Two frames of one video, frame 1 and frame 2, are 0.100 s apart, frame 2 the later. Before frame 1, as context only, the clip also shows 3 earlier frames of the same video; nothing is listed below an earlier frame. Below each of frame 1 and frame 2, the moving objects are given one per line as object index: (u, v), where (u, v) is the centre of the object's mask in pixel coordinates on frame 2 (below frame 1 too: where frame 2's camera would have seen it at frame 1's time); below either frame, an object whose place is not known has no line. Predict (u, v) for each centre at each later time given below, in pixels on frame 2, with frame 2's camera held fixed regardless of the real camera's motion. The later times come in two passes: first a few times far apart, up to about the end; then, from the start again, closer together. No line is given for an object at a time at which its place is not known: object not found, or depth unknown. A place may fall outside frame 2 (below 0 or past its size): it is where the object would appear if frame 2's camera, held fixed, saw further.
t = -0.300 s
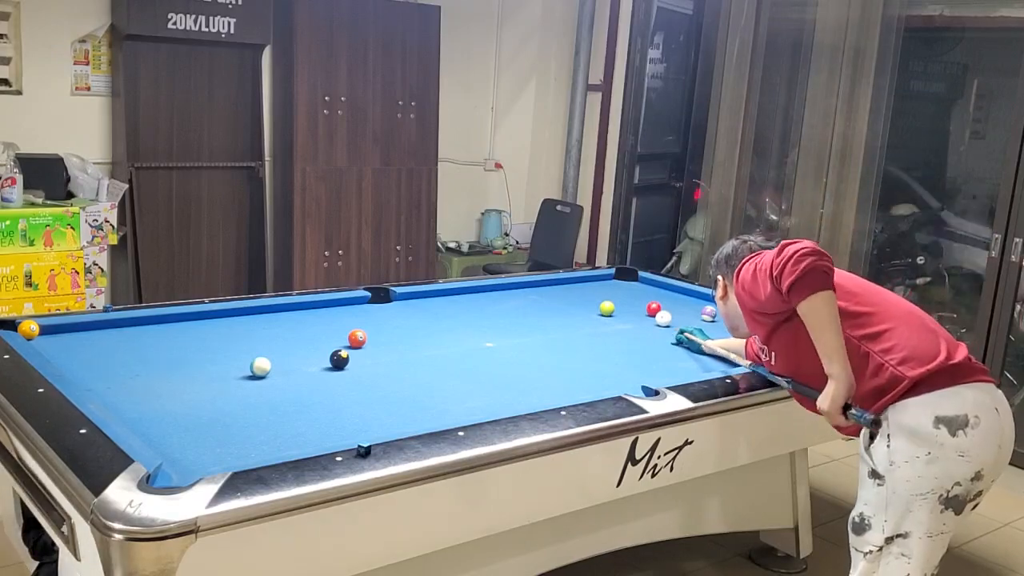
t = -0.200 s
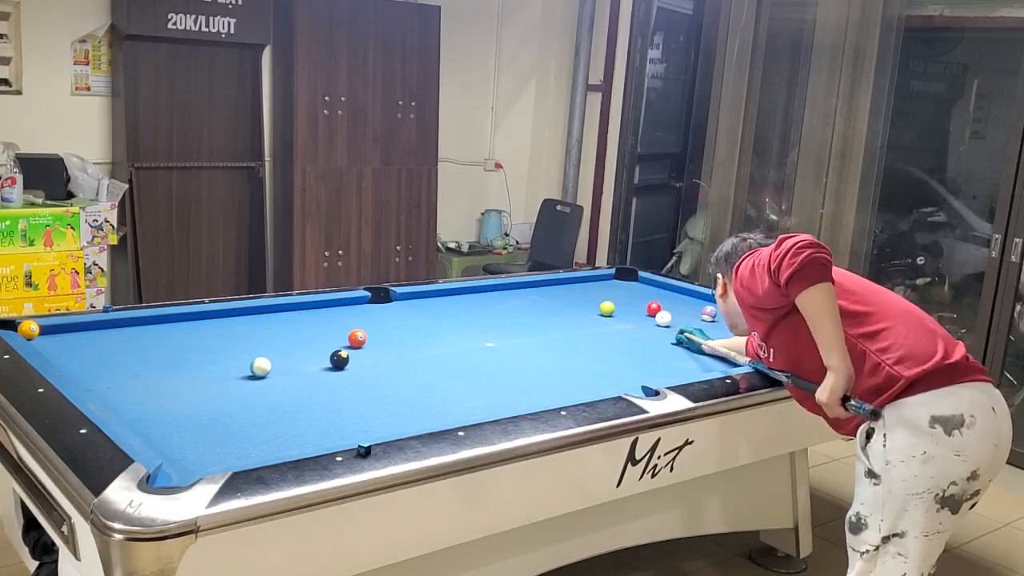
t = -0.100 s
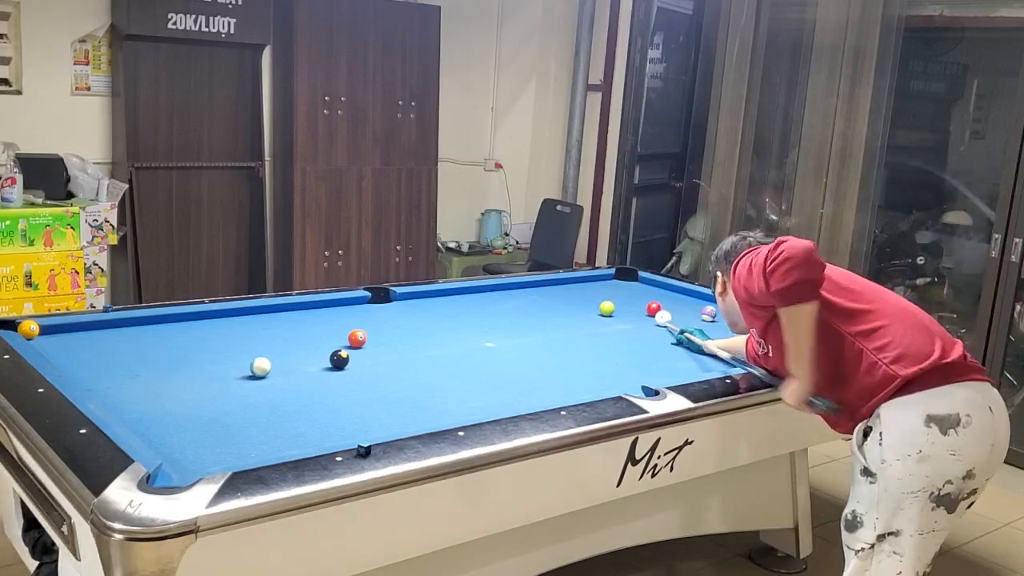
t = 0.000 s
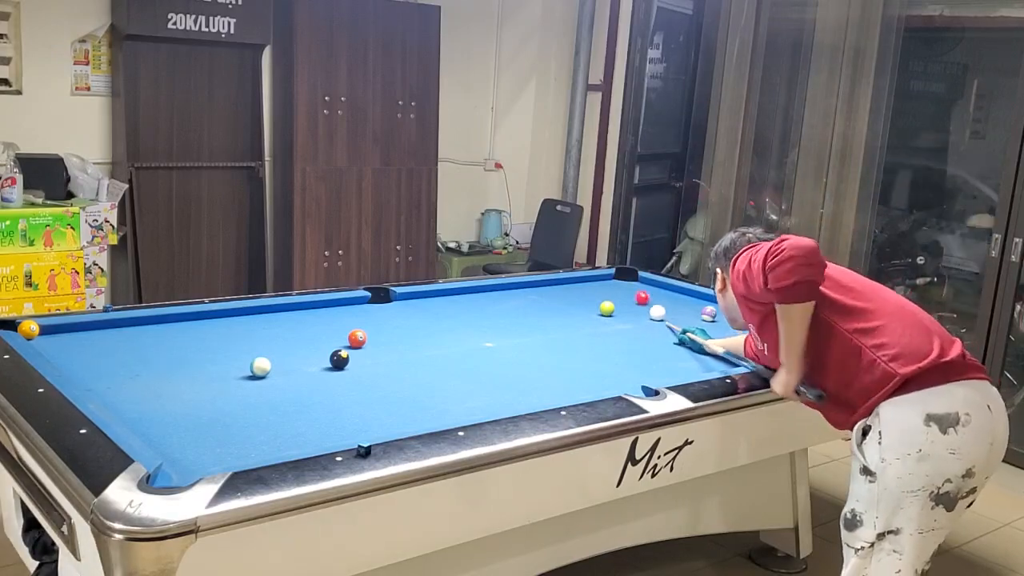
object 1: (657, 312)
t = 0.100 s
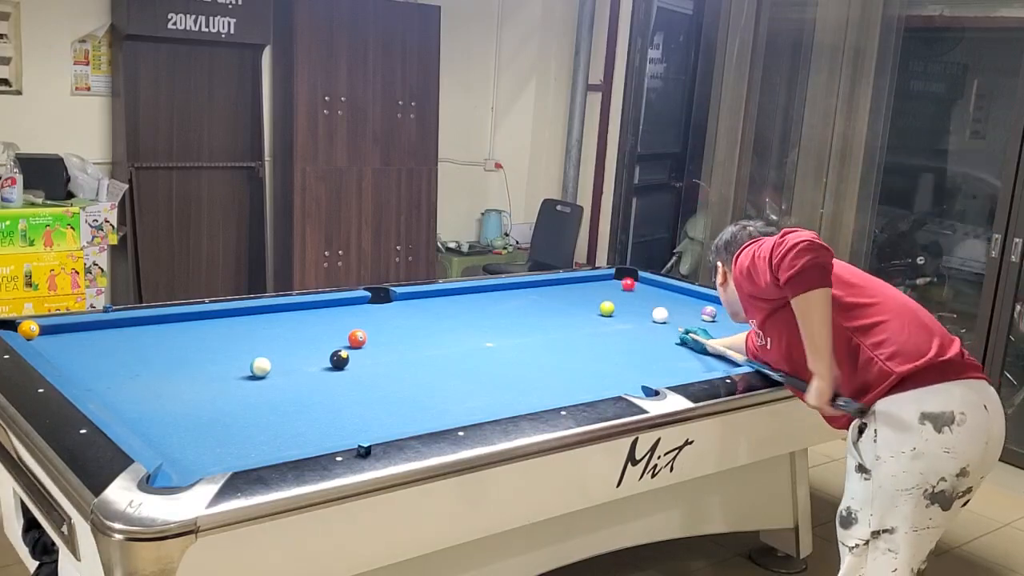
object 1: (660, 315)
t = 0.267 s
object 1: (668, 321)
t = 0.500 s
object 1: (679, 332)
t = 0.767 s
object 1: (693, 344)
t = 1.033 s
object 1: (708, 357)
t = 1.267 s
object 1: (721, 365)
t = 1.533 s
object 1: (682, 367)
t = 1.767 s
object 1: (648, 365)
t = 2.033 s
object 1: (611, 362)
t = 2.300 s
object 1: (576, 360)
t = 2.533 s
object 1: (548, 358)
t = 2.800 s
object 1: (517, 356)
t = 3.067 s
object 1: (489, 354)
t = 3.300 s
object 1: (466, 352)
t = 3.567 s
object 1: (440, 351)
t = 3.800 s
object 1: (420, 349)
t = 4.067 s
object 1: (399, 348)
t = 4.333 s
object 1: (381, 346)
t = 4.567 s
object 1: (365, 345)
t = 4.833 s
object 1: (351, 343)
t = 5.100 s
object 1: (338, 342)
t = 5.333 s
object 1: (329, 342)
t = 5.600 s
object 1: (321, 341)
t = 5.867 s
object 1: (315, 340)
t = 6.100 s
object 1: (312, 339)
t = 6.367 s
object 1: (310, 339)
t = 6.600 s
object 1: (309, 339)
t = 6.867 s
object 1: (309, 338)
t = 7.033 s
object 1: (309, 339)
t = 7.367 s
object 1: (309, 339)
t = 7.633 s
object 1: (309, 339)
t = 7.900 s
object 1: (309, 339)
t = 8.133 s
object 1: (309, 339)
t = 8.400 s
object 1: (309, 339)
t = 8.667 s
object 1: (309, 339)
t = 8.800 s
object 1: (309, 339)
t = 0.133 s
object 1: (661, 316)
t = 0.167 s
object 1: (663, 317)
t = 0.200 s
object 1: (664, 319)
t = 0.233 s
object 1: (666, 320)
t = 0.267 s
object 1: (668, 321)
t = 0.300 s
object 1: (669, 323)
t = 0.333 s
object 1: (671, 324)
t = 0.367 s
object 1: (672, 326)
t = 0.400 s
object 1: (674, 327)
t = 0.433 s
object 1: (676, 329)
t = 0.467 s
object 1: (677, 330)
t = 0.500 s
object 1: (679, 332)
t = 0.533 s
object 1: (681, 333)
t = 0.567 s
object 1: (683, 335)
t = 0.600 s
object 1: (684, 336)
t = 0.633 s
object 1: (686, 338)
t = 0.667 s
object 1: (688, 339)
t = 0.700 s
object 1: (690, 341)
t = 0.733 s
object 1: (691, 342)
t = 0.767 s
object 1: (693, 344)
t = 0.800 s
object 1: (695, 346)
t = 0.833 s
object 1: (697, 347)
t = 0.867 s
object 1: (698, 349)
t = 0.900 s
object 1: (700, 351)
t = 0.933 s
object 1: (702, 352)
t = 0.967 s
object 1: (704, 354)
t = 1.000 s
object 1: (706, 355)
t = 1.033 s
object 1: (708, 357)
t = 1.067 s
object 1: (710, 359)
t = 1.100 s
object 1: (712, 360)
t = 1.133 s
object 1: (713, 362)
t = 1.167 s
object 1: (715, 363)
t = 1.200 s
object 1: (717, 364)
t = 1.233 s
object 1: (719, 365)
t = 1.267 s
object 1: (721, 365)
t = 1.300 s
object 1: (717, 366)
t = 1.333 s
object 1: (712, 365)
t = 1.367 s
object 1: (707, 365)
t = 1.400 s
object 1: (702, 366)
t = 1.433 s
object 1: (697, 366)
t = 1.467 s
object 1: (692, 366)
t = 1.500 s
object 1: (686, 367)
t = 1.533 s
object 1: (682, 367)
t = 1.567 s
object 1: (677, 366)
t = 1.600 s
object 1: (672, 366)
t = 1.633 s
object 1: (667, 366)
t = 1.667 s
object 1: (663, 366)
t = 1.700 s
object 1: (657, 365)
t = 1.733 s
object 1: (652, 365)
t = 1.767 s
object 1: (648, 365)
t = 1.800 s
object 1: (643, 364)
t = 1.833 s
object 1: (638, 364)
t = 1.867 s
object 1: (634, 364)
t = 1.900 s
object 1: (629, 363)
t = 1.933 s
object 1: (624, 363)
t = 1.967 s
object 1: (620, 363)
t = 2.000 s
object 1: (615, 362)
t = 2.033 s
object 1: (611, 362)
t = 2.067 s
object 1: (607, 362)
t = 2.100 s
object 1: (602, 362)
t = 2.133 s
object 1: (598, 361)
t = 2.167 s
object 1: (593, 361)
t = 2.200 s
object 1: (588, 361)
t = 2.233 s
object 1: (585, 360)
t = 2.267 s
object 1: (581, 360)
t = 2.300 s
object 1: (576, 360)
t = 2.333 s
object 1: (572, 360)
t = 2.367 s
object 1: (568, 359)
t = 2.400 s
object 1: (564, 359)
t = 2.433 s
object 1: (560, 359)
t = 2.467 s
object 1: (556, 358)
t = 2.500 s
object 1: (552, 358)
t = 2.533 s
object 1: (548, 358)
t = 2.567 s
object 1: (544, 358)
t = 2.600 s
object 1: (540, 357)
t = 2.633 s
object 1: (536, 357)
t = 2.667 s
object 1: (532, 357)
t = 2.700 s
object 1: (528, 357)
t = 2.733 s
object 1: (525, 356)
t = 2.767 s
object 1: (521, 356)
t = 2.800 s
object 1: (517, 356)
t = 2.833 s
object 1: (513, 356)
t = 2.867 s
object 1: (510, 356)
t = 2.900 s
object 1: (506, 355)
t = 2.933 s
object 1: (503, 355)
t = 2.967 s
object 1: (499, 355)
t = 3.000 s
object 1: (496, 354)
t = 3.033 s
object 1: (492, 354)
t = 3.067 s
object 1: (489, 354)
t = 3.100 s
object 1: (485, 353)
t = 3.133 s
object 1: (482, 354)
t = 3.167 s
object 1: (478, 353)
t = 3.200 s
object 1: (475, 353)
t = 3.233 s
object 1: (472, 353)
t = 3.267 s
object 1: (469, 353)
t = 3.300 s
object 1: (466, 352)
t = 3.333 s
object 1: (462, 352)
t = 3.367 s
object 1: (459, 352)
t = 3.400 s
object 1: (456, 352)
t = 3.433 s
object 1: (453, 352)
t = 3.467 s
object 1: (450, 351)
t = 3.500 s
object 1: (447, 351)
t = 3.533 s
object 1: (444, 351)
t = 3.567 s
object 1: (440, 351)
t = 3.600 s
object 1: (438, 350)
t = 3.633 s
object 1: (435, 350)
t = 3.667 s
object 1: (432, 350)
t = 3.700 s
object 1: (429, 350)
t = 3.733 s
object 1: (426, 349)
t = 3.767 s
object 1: (423, 349)
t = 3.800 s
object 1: (420, 349)
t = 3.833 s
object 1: (417, 349)
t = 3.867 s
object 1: (415, 349)
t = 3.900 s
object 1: (412, 349)
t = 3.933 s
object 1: (409, 349)
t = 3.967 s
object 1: (407, 348)
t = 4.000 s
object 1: (404, 348)
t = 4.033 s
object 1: (402, 348)
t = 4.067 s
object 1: (399, 348)
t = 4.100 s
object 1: (397, 347)
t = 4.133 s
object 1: (394, 347)
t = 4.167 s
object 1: (392, 347)
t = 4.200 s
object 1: (389, 347)
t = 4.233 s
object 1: (387, 347)
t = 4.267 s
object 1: (385, 347)
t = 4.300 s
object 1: (383, 346)
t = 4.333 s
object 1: (381, 346)
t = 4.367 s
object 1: (378, 346)
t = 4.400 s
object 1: (376, 346)
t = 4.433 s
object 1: (374, 346)
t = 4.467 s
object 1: (372, 346)
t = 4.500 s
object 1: (370, 345)
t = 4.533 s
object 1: (368, 345)
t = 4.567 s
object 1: (365, 345)
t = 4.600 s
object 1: (364, 345)
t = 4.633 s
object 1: (361, 345)
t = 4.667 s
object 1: (360, 345)
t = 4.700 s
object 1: (358, 344)
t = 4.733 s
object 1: (356, 344)
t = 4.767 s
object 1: (354, 344)
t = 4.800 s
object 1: (352, 344)
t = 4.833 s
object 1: (351, 343)
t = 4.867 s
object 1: (349, 343)
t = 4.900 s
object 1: (348, 342)
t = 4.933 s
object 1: (346, 342)
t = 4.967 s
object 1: (345, 342)
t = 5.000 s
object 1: (343, 342)
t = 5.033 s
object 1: (342, 342)
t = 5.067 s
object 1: (340, 342)
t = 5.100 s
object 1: (338, 342)
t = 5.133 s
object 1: (336, 342)
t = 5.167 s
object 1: (335, 342)
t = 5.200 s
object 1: (334, 342)
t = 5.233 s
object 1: (333, 342)
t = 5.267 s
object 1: (332, 342)
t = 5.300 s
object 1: (330, 342)
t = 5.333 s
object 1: (329, 342)
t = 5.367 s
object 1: (328, 342)
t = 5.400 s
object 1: (327, 342)
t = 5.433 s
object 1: (327, 342)
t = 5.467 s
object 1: (325, 342)
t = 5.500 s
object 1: (324, 341)
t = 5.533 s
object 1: (323, 341)
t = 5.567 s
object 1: (323, 341)
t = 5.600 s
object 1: (321, 341)
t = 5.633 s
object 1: (321, 341)
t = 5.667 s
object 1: (320, 341)
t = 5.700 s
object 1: (319, 340)
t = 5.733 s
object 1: (318, 340)
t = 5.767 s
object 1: (318, 340)
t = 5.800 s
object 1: (316, 340)
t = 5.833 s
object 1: (316, 340)
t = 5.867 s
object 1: (315, 340)
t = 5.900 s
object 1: (315, 340)
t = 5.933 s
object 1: (314, 340)
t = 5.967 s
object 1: (314, 340)
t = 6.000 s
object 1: (313, 339)
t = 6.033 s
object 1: (313, 339)
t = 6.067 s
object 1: (313, 339)
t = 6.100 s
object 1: (312, 339)
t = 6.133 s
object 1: (312, 339)
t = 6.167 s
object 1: (311, 339)
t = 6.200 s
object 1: (311, 339)
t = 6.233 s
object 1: (310, 339)
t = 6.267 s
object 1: (310, 339)
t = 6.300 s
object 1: (310, 339)
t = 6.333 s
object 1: (310, 339)
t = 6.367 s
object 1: (310, 339)
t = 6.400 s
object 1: (310, 339)
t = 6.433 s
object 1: (310, 339)
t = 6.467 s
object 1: (309, 339)
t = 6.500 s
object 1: (309, 339)
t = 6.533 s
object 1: (309, 339)
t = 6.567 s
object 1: (309, 339)
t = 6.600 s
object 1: (309, 339)
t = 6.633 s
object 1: (309, 339)
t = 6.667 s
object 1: (309, 339)
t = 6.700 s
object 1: (309, 339)
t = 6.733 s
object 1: (309, 339)
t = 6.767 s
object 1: (309, 339)
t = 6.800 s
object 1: (309, 339)
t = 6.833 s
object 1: (309, 339)
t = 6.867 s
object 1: (309, 338)
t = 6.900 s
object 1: (309, 337)
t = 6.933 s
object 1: (311, 339)
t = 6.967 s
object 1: (309, 339)
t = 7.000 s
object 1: (309, 339)
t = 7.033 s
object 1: (309, 339)
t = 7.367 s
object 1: (309, 339)
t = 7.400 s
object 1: (309, 339)
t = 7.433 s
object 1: (309, 339)
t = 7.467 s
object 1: (309, 339)
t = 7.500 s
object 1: (309, 339)
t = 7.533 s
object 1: (309, 339)
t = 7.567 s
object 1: (309, 339)
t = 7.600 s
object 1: (309, 339)
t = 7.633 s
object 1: (309, 339)
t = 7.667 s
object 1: (309, 339)
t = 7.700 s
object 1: (309, 339)
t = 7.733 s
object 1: (309, 339)
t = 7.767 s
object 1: (309, 339)
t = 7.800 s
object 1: (309, 339)
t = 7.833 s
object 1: (309, 339)
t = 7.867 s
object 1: (309, 339)
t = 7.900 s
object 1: (309, 339)
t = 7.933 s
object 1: (309, 339)
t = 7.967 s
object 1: (309, 339)
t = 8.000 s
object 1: (309, 339)
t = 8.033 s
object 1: (309, 339)
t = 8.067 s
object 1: (309, 339)
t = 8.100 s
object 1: (309, 339)
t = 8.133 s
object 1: (309, 339)
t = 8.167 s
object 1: (309, 339)
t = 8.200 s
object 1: (309, 339)
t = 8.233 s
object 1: (309, 339)
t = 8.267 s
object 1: (309, 339)
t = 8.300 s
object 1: (309, 339)
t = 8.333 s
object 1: (309, 339)
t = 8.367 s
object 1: (309, 339)
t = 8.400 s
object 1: (309, 339)
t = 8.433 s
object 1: (309, 339)
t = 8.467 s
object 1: (309, 339)
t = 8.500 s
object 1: (309, 339)
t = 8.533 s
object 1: (309, 339)
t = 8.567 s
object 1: (309, 339)
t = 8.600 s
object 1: (309, 339)
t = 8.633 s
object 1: (309, 339)
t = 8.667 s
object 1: (309, 339)
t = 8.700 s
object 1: (309, 339)
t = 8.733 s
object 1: (309, 339)
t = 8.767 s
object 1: (309, 339)
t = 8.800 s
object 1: (309, 339)
